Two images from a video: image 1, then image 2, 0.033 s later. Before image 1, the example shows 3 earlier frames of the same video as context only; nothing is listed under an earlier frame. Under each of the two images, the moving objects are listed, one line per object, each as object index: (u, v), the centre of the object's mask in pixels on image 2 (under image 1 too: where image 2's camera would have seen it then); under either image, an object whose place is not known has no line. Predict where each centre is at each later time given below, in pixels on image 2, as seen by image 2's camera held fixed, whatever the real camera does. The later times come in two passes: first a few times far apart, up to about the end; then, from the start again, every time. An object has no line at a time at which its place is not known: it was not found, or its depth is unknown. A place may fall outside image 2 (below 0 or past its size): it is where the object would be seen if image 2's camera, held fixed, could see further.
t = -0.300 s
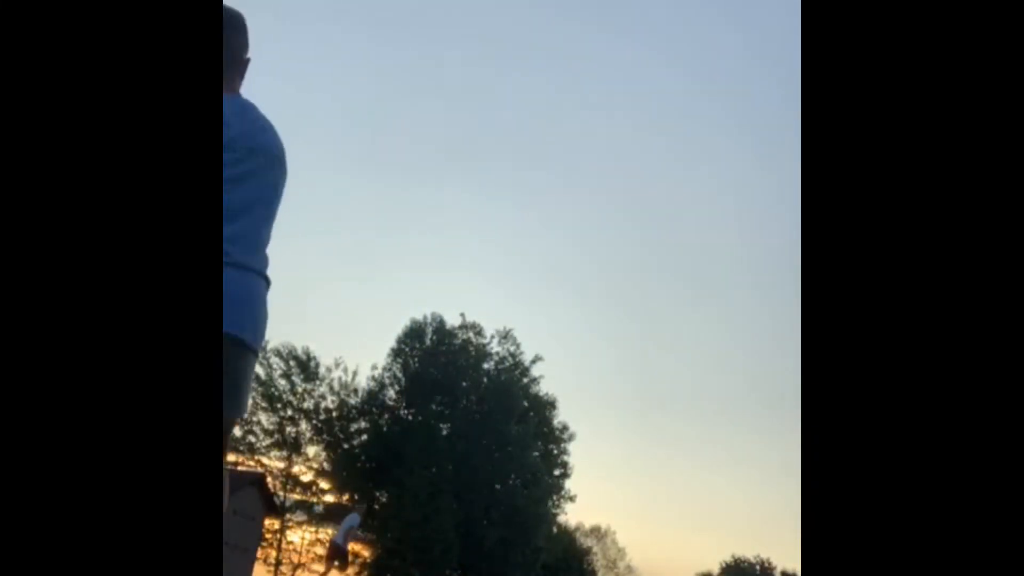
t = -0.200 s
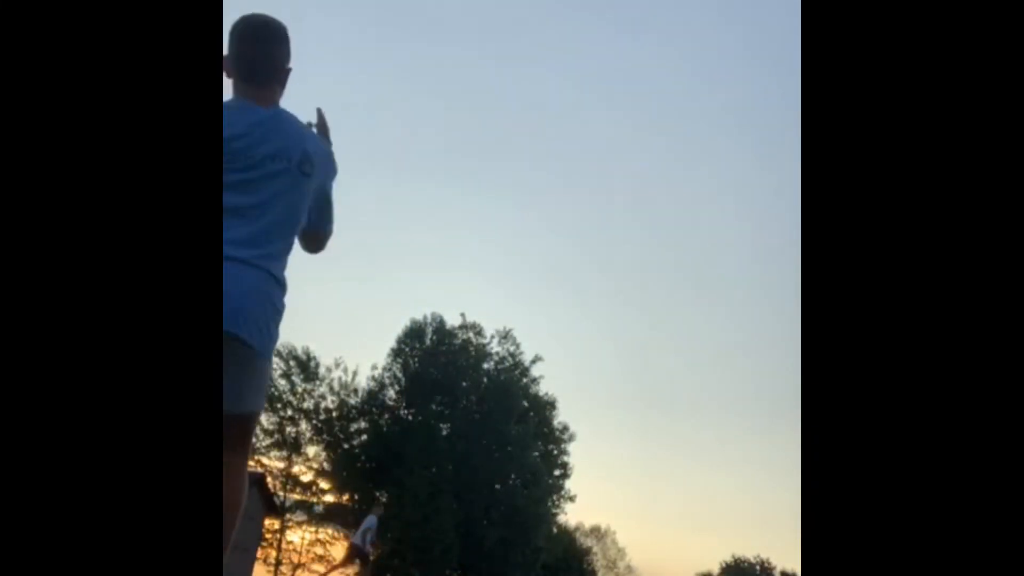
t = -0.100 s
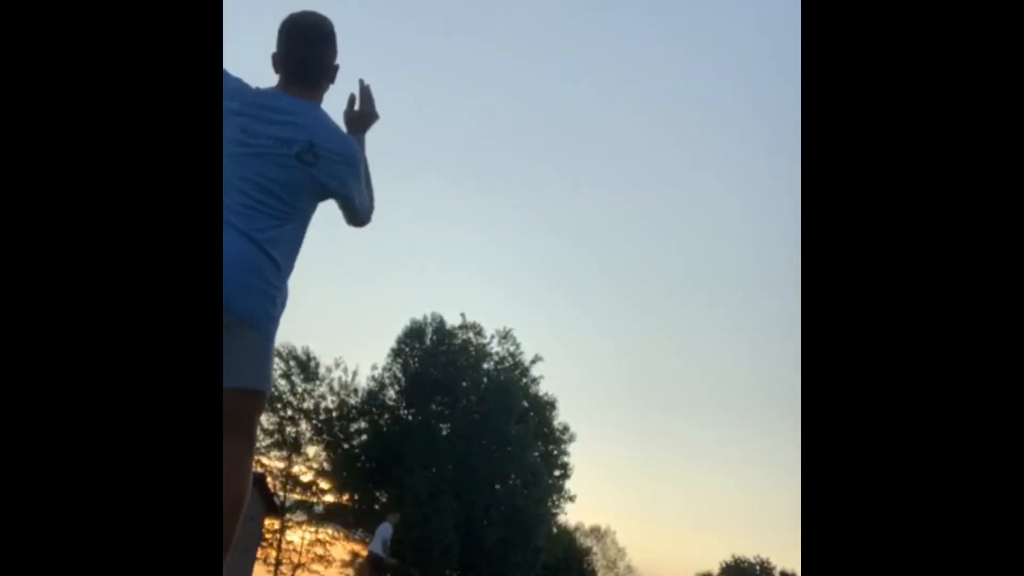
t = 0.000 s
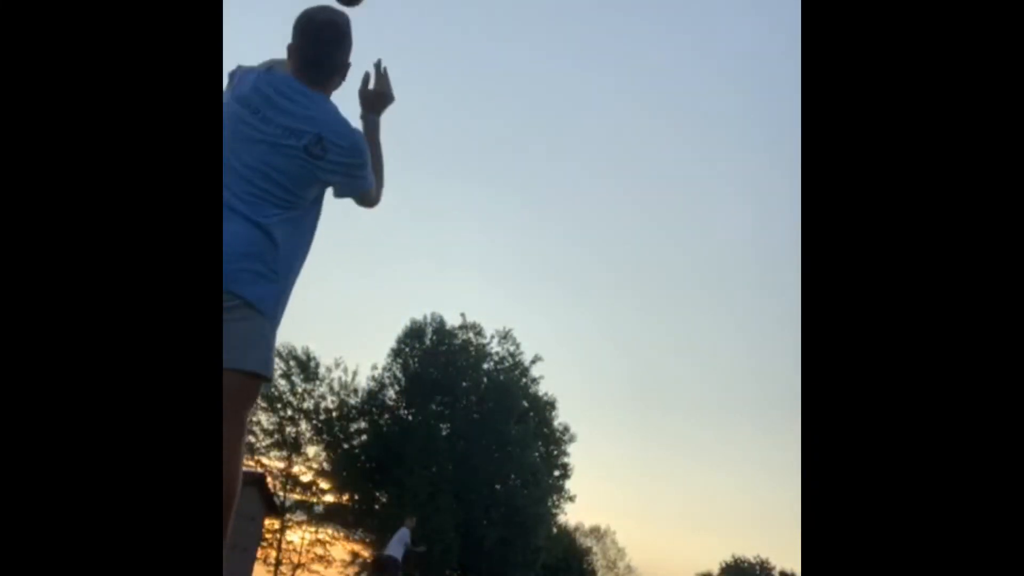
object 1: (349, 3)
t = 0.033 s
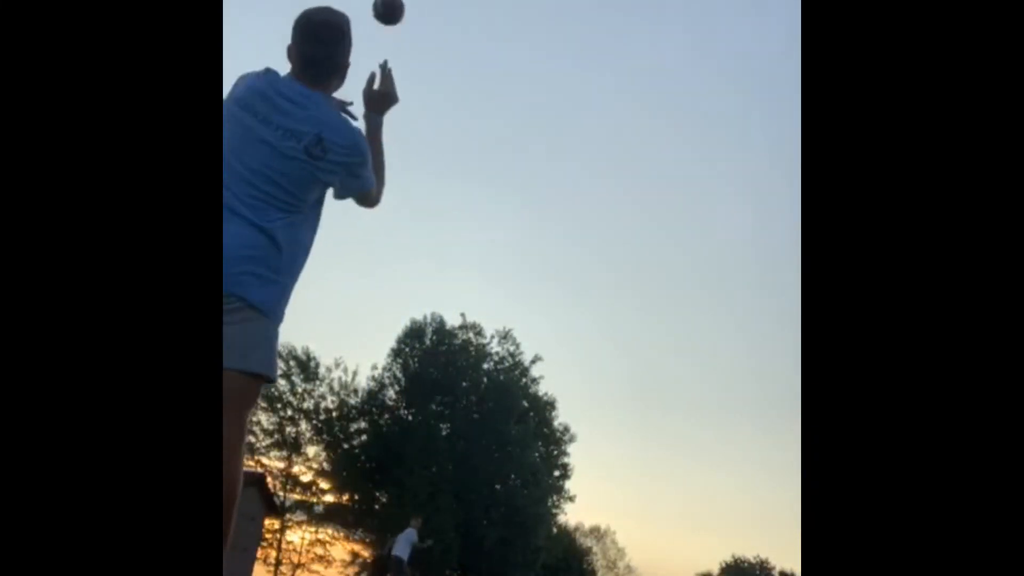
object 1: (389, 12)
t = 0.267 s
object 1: (525, 117)
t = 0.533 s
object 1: (579, 214)
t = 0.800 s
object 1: (601, 309)
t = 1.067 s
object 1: (608, 403)
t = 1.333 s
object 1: (607, 499)
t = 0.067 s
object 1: (420, 27)
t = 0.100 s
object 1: (446, 44)
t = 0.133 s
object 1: (467, 60)
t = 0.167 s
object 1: (485, 75)
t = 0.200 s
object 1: (500, 89)
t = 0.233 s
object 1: (513, 103)
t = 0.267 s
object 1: (525, 117)
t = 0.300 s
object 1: (535, 129)
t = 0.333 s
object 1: (543, 142)
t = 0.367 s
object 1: (551, 154)
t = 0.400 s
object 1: (558, 167)
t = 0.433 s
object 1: (564, 179)
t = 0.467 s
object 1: (569, 191)
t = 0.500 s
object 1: (574, 203)
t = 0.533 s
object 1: (579, 214)
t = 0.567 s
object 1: (583, 226)
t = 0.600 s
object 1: (586, 238)
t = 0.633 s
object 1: (589, 250)
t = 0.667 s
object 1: (592, 261)
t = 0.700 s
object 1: (595, 273)
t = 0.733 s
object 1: (597, 285)
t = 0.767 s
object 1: (599, 297)
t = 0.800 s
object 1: (601, 309)
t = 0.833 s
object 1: (603, 320)
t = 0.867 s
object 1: (604, 332)
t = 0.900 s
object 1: (605, 344)
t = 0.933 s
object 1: (606, 356)
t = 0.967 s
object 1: (607, 367)
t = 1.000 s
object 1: (608, 379)
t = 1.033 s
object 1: (608, 391)
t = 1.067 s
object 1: (608, 403)
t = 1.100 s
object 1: (608, 415)
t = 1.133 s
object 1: (609, 427)
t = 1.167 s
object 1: (608, 439)
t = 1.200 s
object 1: (609, 451)
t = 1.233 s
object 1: (608, 463)
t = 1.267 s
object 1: (608, 475)
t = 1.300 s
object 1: (608, 487)
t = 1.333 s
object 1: (607, 499)
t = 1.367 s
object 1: (607, 512)
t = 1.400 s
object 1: (606, 525)
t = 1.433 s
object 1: (604, 537)
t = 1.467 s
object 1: (604, 550)
